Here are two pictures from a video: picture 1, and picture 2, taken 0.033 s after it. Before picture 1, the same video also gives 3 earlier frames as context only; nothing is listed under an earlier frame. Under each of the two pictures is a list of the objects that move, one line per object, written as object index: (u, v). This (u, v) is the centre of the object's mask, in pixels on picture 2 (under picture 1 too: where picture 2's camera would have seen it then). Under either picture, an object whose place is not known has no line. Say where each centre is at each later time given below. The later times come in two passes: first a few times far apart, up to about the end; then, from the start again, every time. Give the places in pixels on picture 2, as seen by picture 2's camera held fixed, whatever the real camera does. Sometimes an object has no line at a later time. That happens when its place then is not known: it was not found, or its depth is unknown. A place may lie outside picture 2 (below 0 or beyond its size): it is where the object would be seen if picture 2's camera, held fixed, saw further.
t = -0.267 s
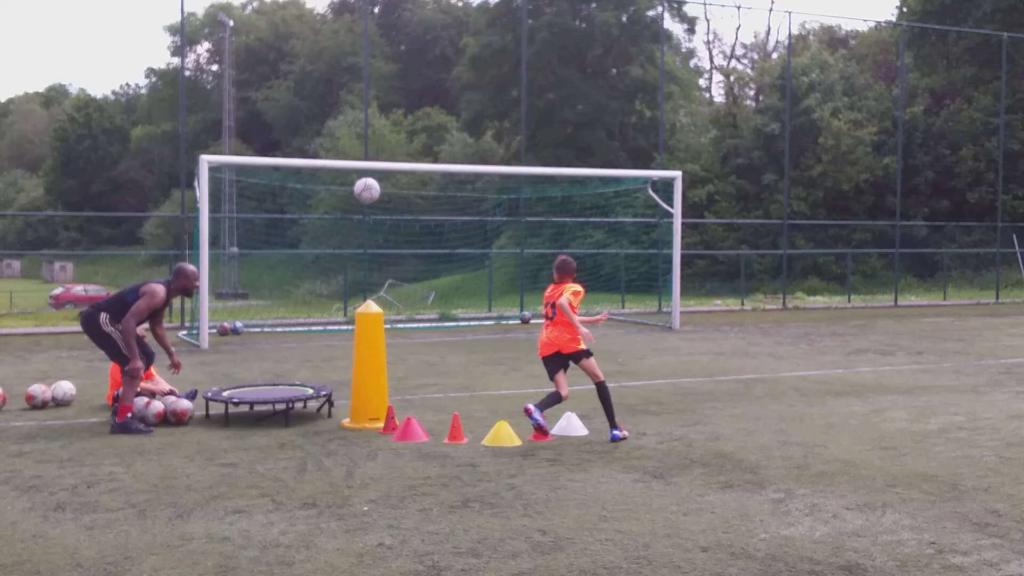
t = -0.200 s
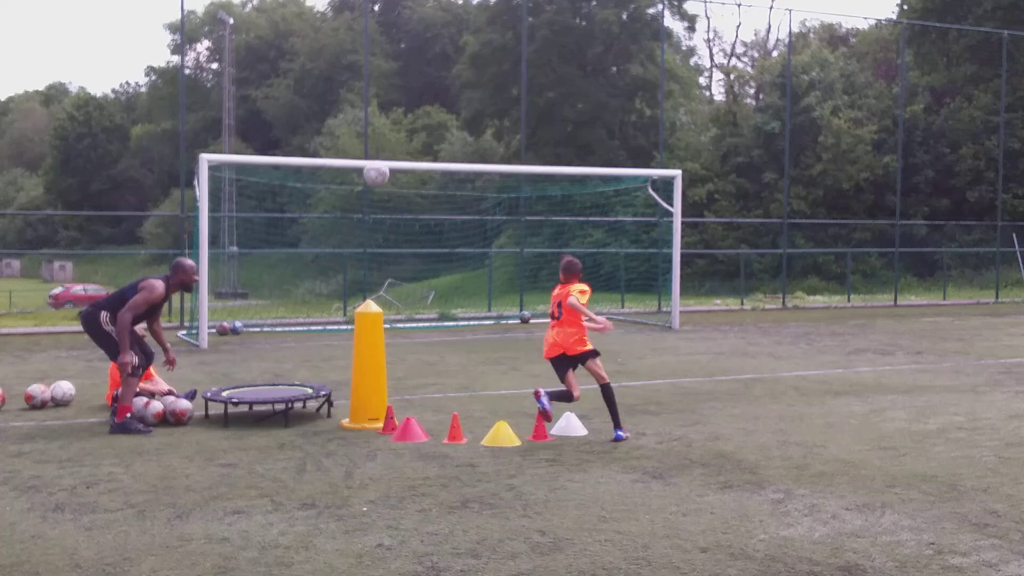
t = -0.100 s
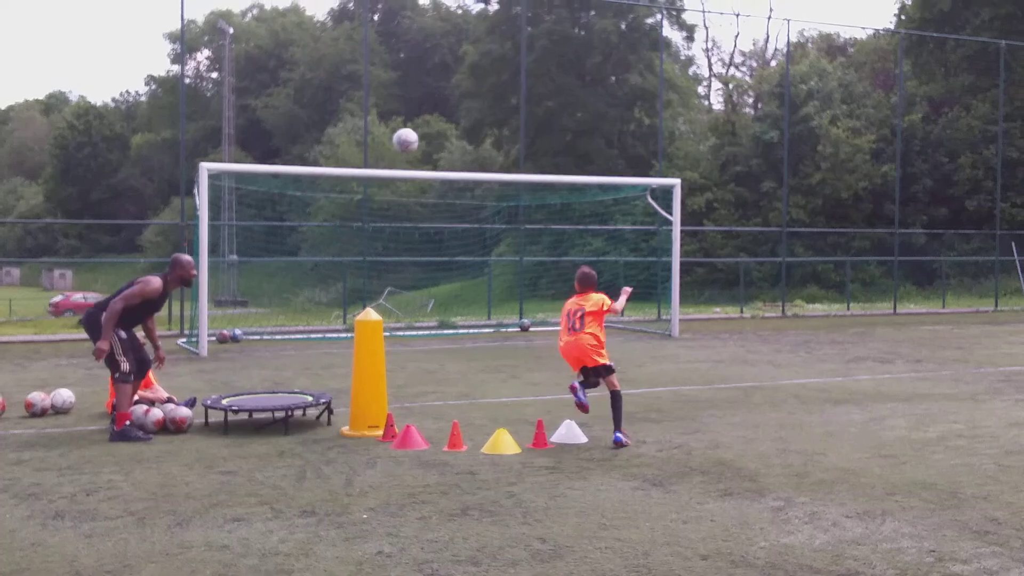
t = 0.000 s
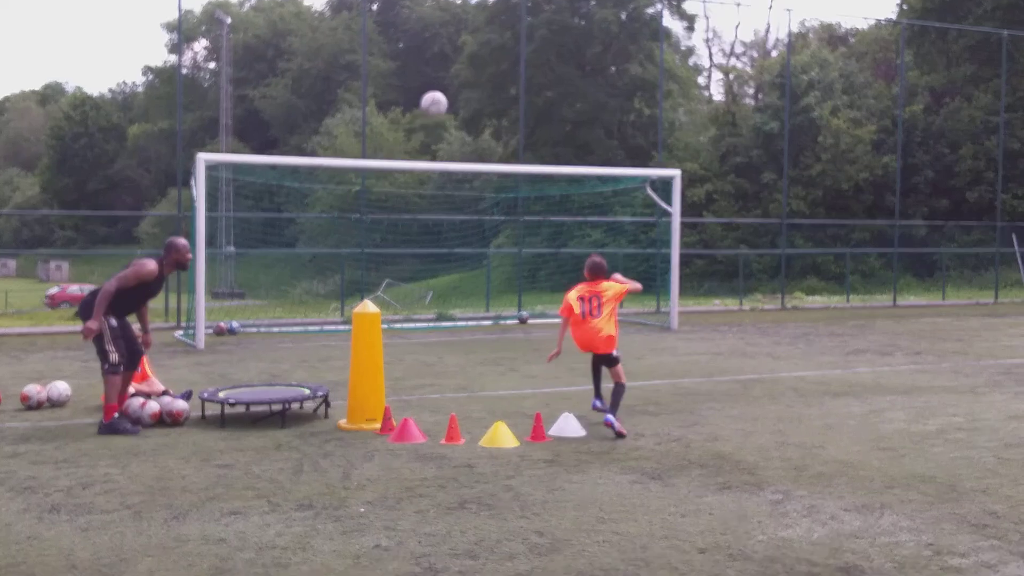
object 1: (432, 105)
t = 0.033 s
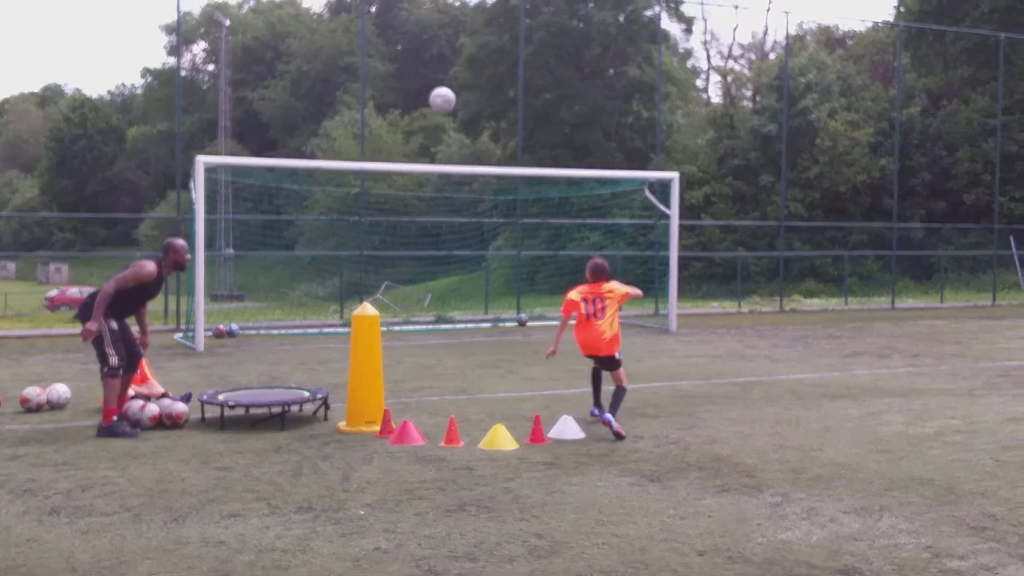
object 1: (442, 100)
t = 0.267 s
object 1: (508, 91)
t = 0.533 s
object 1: (581, 157)
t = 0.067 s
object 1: (451, 95)
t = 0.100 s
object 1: (461, 91)
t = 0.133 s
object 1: (471, 88)
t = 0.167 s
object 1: (481, 87)
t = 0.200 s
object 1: (490, 87)
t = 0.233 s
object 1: (499, 89)
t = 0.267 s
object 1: (508, 91)
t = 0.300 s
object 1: (518, 95)
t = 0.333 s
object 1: (527, 100)
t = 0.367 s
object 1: (536, 106)
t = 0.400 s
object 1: (546, 113)
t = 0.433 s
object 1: (555, 122)
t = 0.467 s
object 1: (564, 133)
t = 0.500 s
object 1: (573, 145)
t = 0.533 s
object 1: (581, 157)
